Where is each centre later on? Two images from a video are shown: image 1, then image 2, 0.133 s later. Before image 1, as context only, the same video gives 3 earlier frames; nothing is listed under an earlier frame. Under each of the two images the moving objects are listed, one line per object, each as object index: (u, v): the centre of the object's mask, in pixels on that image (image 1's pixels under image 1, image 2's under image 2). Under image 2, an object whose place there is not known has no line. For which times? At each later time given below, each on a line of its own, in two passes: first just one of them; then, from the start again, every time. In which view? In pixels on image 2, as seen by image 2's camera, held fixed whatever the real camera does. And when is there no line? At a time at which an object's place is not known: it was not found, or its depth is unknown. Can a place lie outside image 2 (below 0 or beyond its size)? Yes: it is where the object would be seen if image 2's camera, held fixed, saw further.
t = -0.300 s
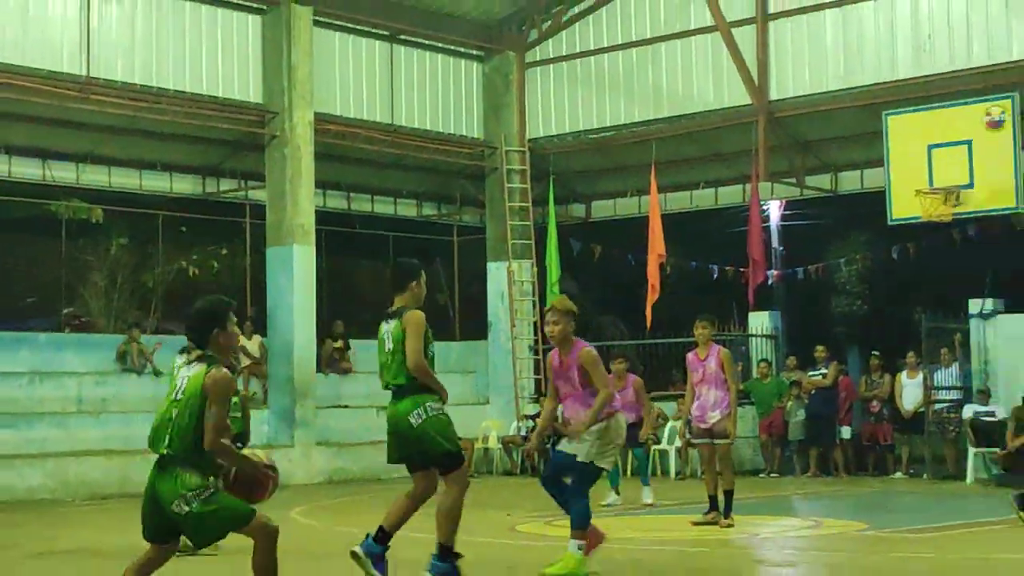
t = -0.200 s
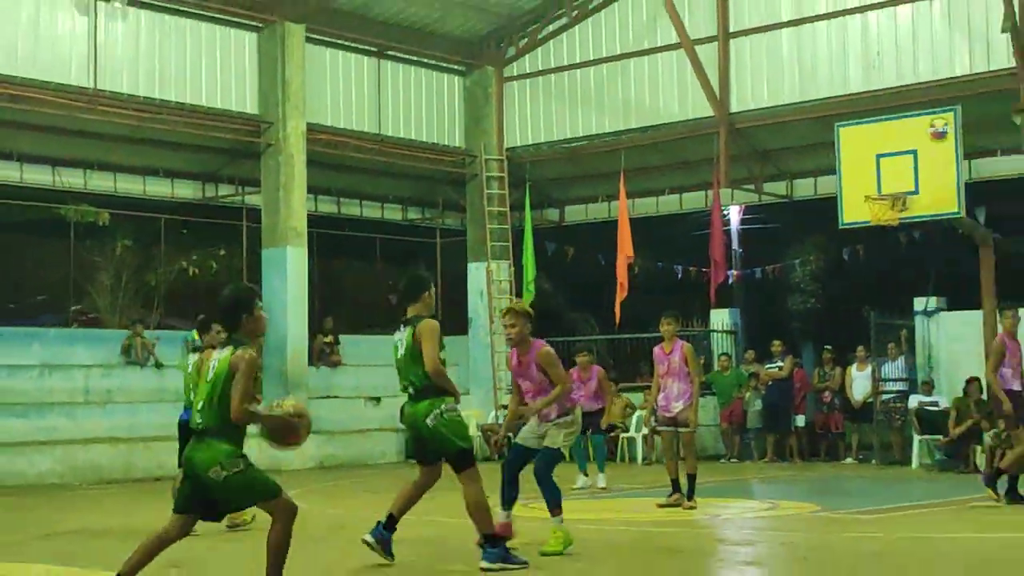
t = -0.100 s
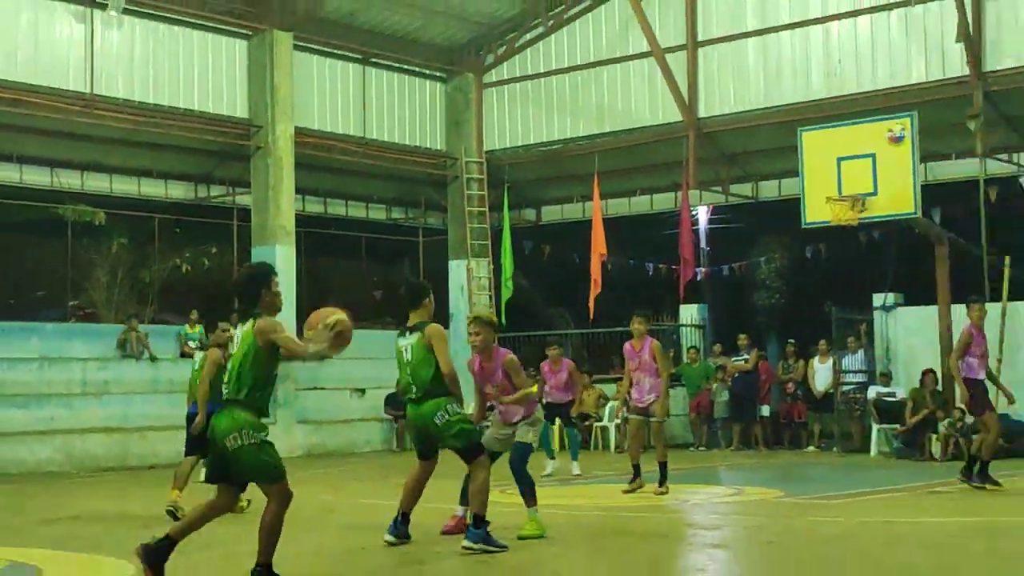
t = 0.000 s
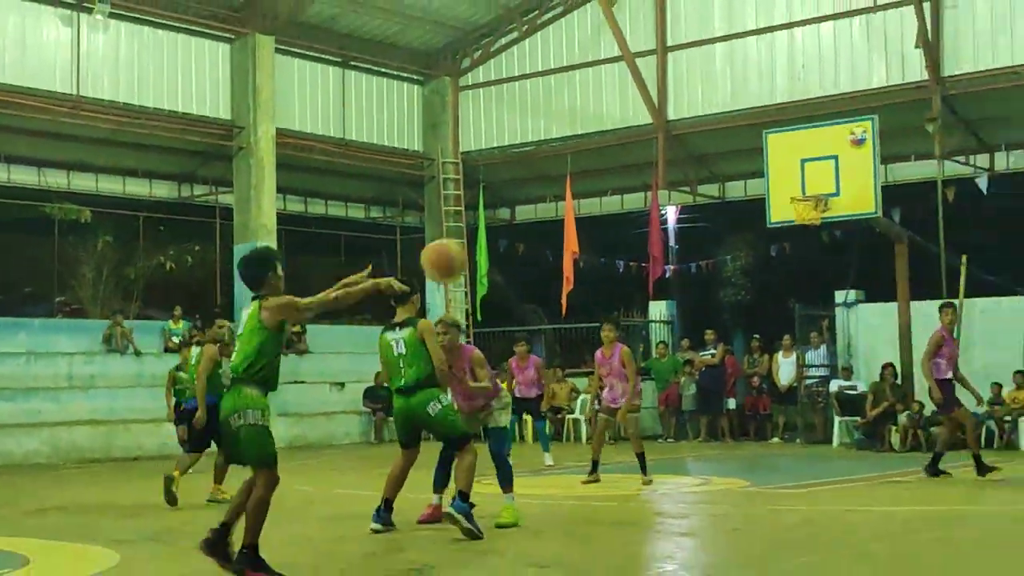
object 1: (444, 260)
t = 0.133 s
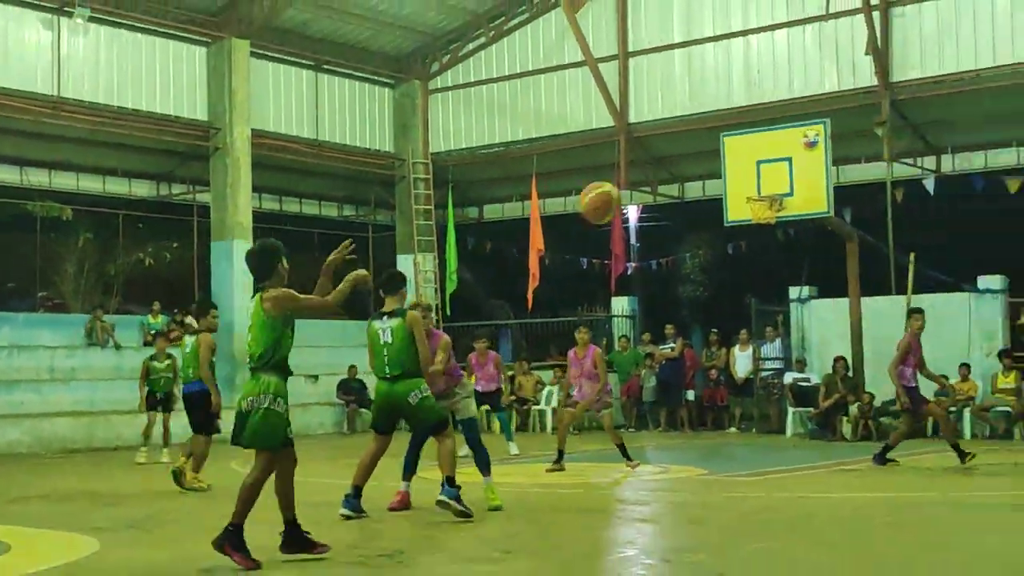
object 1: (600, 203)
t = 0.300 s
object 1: (810, 177)
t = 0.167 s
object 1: (644, 193)
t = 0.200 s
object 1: (685, 187)
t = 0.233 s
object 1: (728, 182)
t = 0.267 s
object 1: (770, 180)
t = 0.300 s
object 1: (810, 177)
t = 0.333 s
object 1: (849, 178)
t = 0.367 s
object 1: (887, 181)
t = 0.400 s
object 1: (925, 184)
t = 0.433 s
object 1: (962, 190)
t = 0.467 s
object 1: (996, 197)
